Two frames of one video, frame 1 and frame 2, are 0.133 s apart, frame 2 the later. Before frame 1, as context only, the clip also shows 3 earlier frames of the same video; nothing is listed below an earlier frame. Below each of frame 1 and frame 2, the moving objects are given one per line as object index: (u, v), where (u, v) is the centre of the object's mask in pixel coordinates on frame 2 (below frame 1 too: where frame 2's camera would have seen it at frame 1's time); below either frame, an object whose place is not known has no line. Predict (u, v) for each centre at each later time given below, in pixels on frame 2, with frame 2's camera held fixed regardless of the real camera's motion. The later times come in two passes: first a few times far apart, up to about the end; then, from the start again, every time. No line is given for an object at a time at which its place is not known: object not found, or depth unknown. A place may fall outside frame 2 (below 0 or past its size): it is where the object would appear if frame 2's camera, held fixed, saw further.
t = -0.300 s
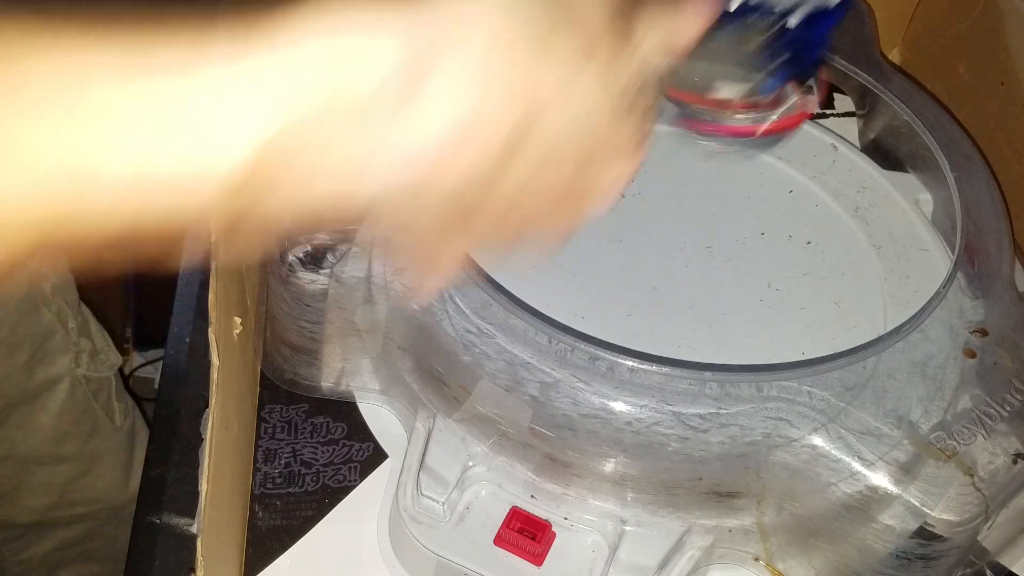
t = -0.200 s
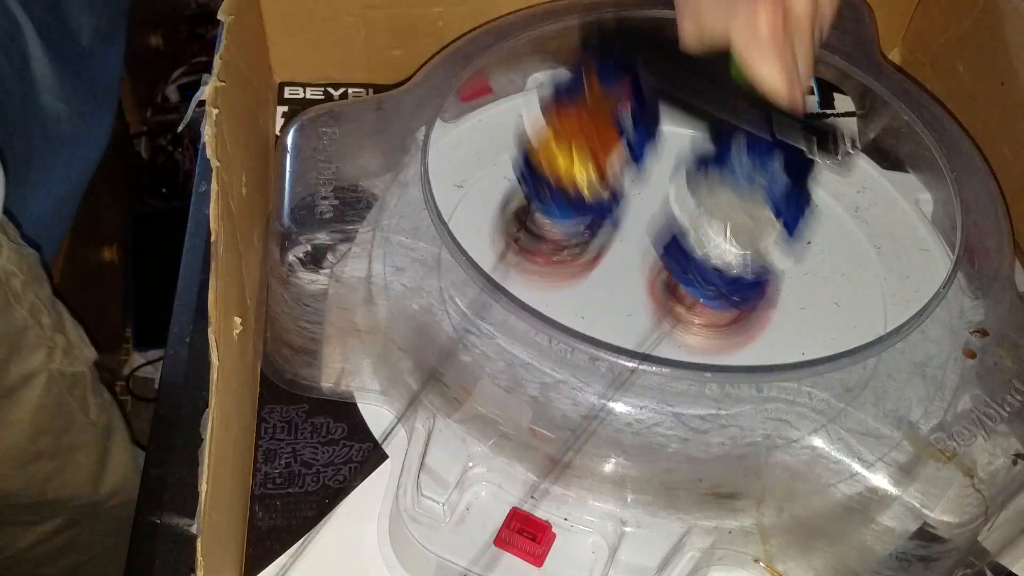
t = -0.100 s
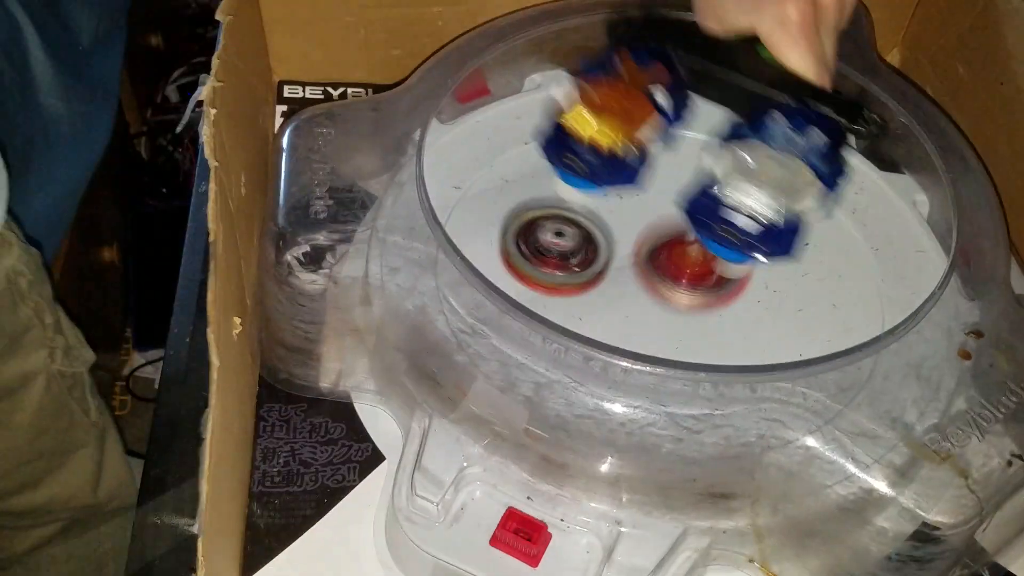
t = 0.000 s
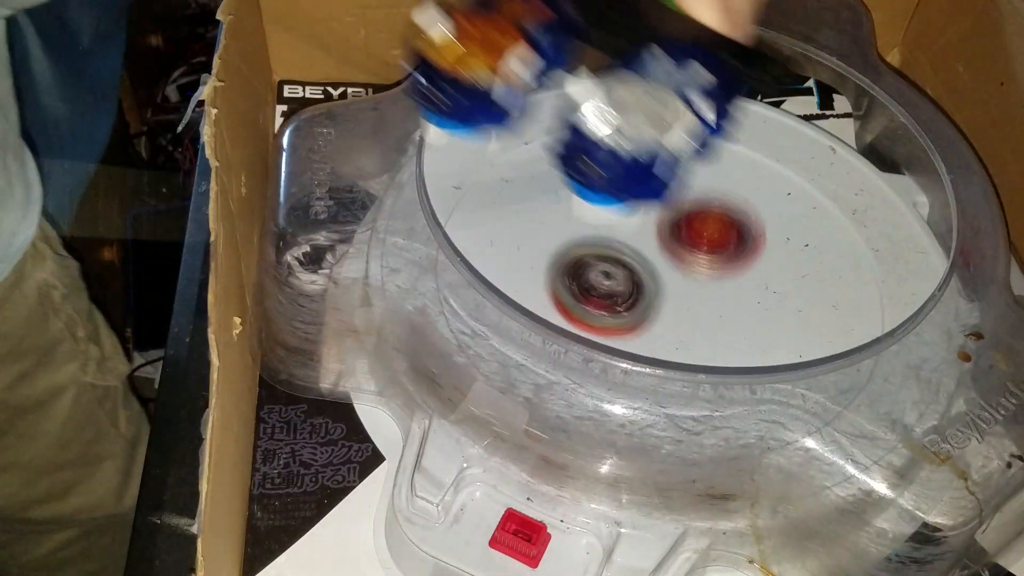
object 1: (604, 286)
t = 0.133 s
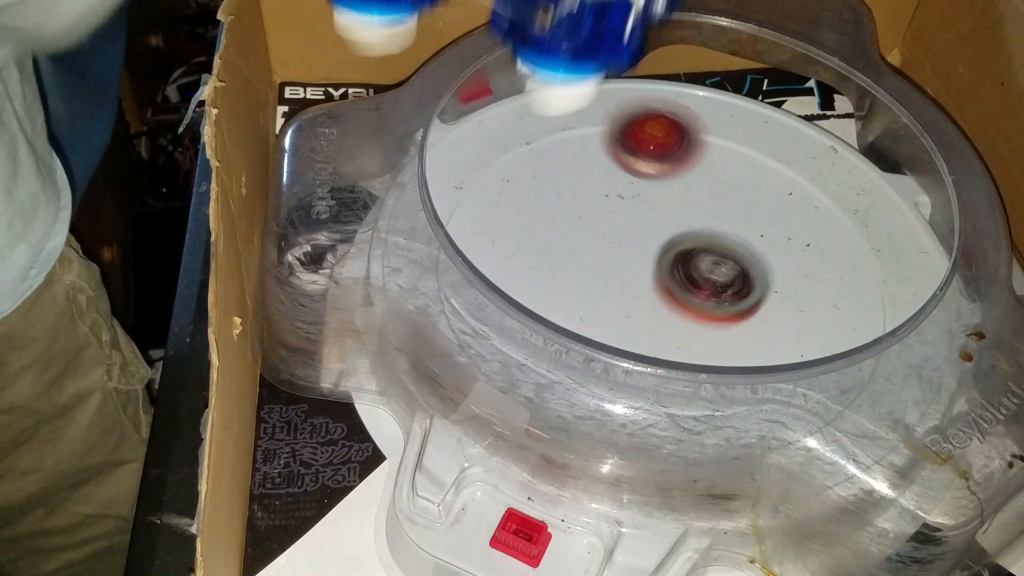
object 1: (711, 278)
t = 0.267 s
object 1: (731, 186)
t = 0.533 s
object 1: (482, 178)
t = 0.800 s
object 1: (783, 422)
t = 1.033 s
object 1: (734, 135)
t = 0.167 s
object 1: (728, 258)
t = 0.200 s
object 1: (738, 237)
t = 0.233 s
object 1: (738, 212)
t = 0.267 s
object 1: (731, 186)
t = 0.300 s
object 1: (716, 162)
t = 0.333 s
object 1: (691, 138)
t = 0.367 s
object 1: (661, 121)
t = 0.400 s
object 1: (627, 115)
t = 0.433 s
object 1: (587, 121)
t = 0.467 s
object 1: (551, 131)
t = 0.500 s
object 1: (512, 153)
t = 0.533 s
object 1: (482, 178)
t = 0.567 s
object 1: (466, 213)
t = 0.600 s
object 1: (459, 256)
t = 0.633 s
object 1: (475, 305)
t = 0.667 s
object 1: (508, 349)
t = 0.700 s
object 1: (564, 388)
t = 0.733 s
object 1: (633, 413)
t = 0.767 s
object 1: (716, 432)
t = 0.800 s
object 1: (783, 422)
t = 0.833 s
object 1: (838, 382)
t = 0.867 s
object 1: (872, 339)
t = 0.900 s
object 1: (874, 288)
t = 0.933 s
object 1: (869, 243)
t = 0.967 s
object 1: (835, 200)
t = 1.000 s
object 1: (789, 162)
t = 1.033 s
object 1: (734, 135)
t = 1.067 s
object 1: (674, 120)
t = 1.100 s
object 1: (616, 118)
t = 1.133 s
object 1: (559, 126)
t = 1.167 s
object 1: (513, 151)
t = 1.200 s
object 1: (477, 178)
